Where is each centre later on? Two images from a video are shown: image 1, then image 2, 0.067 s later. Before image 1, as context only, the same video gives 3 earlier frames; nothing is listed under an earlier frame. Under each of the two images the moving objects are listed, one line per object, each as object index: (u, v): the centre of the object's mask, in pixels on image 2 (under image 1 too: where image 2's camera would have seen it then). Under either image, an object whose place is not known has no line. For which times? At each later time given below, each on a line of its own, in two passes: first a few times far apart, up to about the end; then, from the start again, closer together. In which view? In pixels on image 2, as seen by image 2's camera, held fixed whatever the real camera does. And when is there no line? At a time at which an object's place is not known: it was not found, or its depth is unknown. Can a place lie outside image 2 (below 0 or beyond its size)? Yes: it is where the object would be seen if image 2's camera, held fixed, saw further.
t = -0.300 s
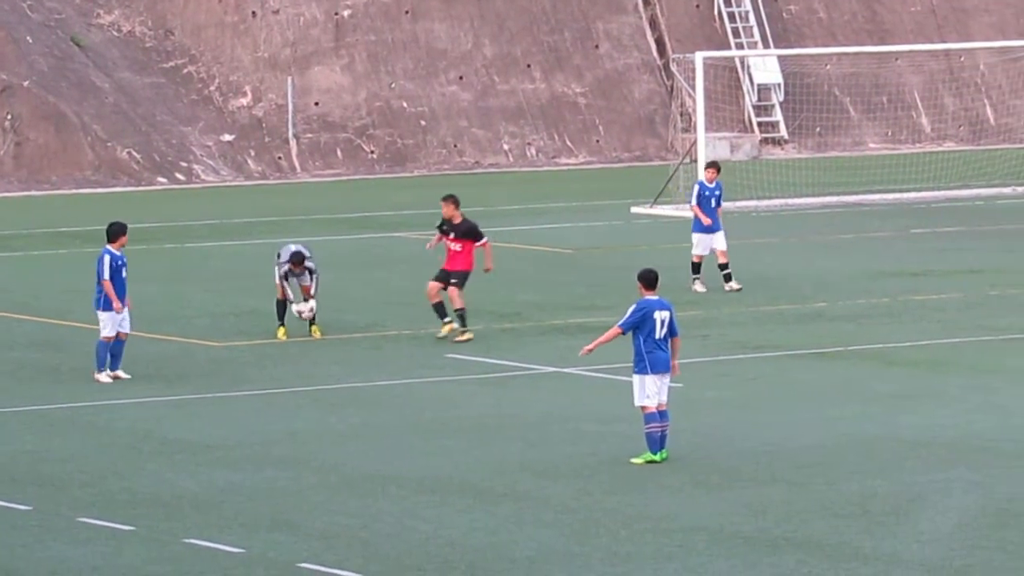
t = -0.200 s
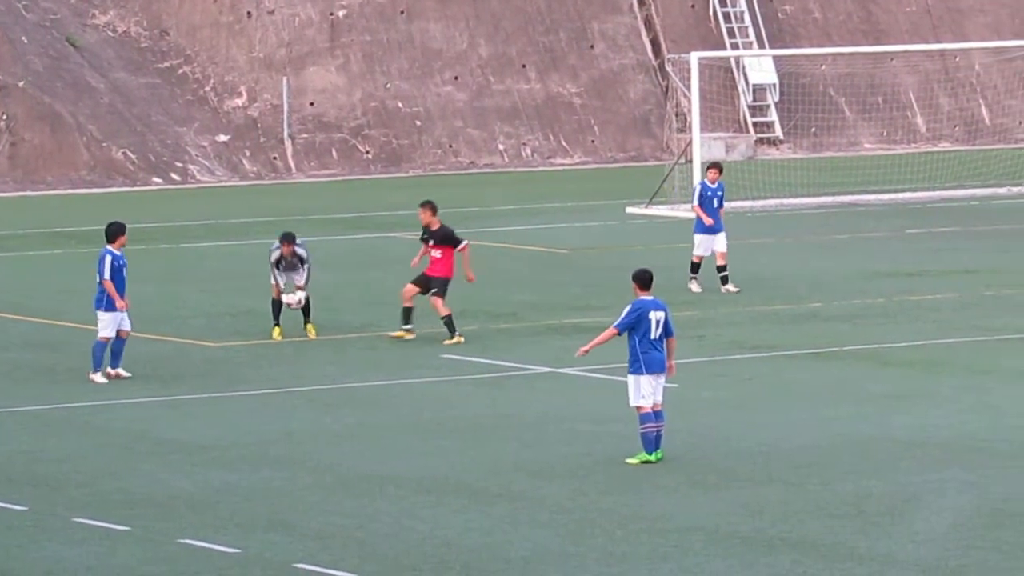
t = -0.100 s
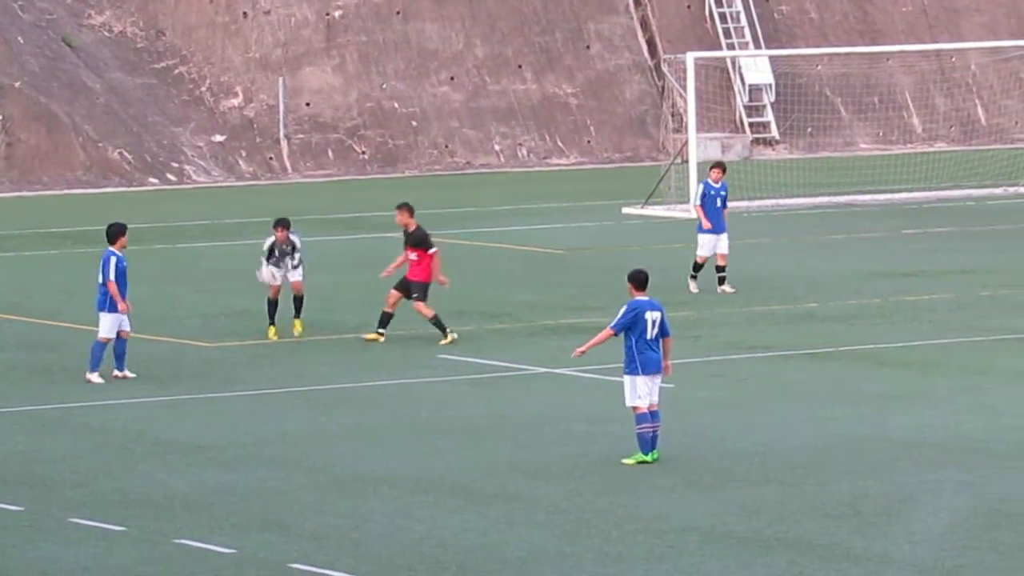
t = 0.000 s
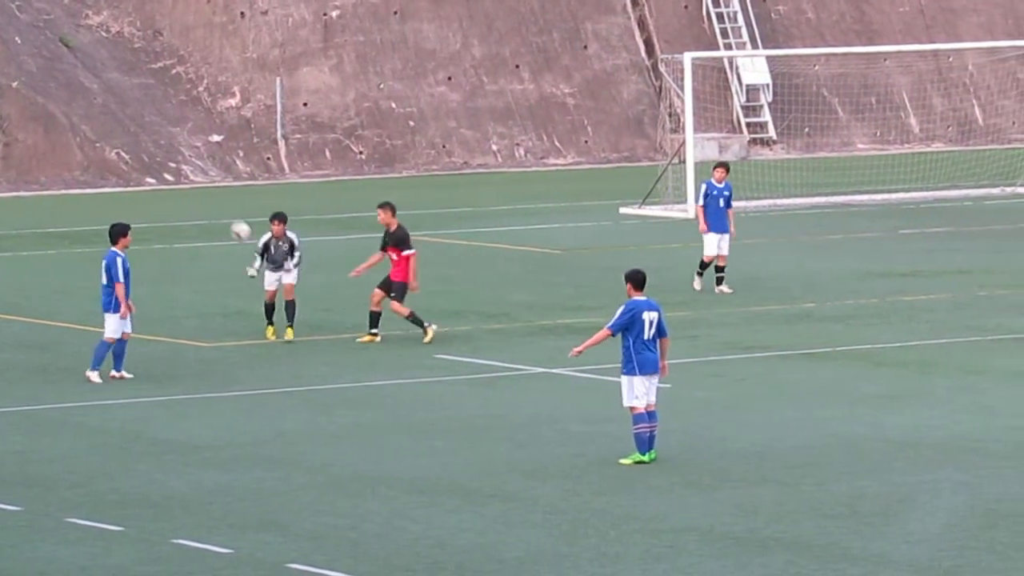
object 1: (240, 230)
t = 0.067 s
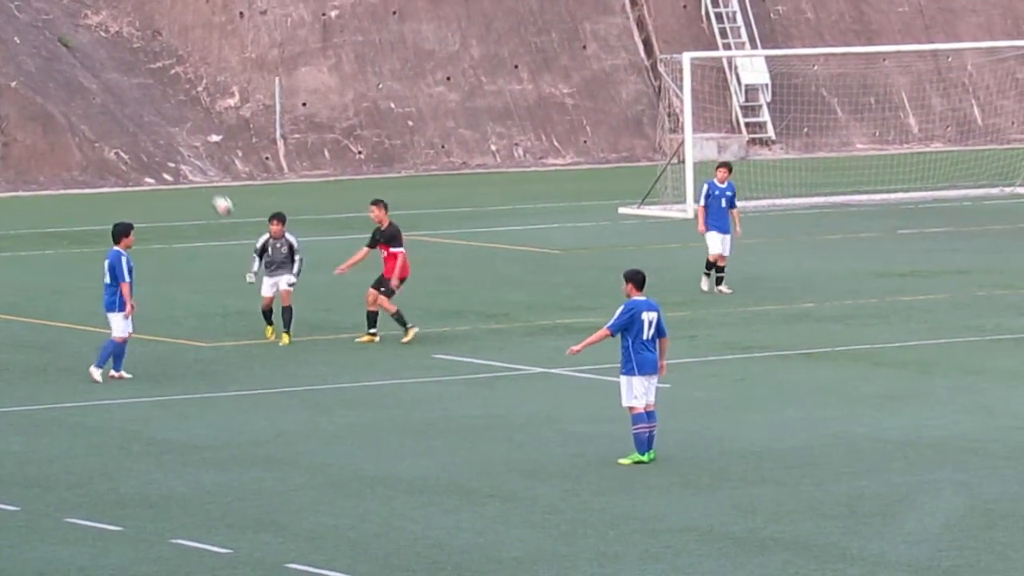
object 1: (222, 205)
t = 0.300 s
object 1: (160, 141)
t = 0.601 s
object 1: (82, 126)
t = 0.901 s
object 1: (0, 193)
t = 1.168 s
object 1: (-73, 337)
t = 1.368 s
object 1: (-118, 402)
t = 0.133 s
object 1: (205, 183)
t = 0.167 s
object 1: (195, 171)
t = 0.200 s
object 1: (186, 162)
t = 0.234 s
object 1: (178, 154)
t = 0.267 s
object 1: (169, 147)
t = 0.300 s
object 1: (160, 141)
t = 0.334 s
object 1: (151, 136)
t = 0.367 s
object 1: (143, 131)
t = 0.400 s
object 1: (134, 127)
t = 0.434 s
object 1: (125, 124)
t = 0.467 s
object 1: (117, 123)
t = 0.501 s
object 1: (109, 122)
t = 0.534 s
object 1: (100, 122)
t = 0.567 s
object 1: (91, 123)
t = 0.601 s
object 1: (82, 126)
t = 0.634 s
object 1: (73, 129)
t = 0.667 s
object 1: (64, 133)
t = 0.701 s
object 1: (55, 139)
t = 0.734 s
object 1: (48, 145)
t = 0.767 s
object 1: (39, 152)
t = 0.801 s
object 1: (30, 161)
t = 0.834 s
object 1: (19, 171)
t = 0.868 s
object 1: (9, 182)
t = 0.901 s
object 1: (0, 193)
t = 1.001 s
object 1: (-28, 239)
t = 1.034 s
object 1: (-37, 256)
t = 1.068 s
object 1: (-46, 275)
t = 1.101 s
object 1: (-55, 294)
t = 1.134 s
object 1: (-65, 315)
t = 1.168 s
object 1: (-73, 337)
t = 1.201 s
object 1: (-83, 360)
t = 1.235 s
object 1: (-91, 386)
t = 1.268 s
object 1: (-100, 410)
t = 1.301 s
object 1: (-108, 433)
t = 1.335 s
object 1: (-114, 416)
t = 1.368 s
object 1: (-118, 402)
